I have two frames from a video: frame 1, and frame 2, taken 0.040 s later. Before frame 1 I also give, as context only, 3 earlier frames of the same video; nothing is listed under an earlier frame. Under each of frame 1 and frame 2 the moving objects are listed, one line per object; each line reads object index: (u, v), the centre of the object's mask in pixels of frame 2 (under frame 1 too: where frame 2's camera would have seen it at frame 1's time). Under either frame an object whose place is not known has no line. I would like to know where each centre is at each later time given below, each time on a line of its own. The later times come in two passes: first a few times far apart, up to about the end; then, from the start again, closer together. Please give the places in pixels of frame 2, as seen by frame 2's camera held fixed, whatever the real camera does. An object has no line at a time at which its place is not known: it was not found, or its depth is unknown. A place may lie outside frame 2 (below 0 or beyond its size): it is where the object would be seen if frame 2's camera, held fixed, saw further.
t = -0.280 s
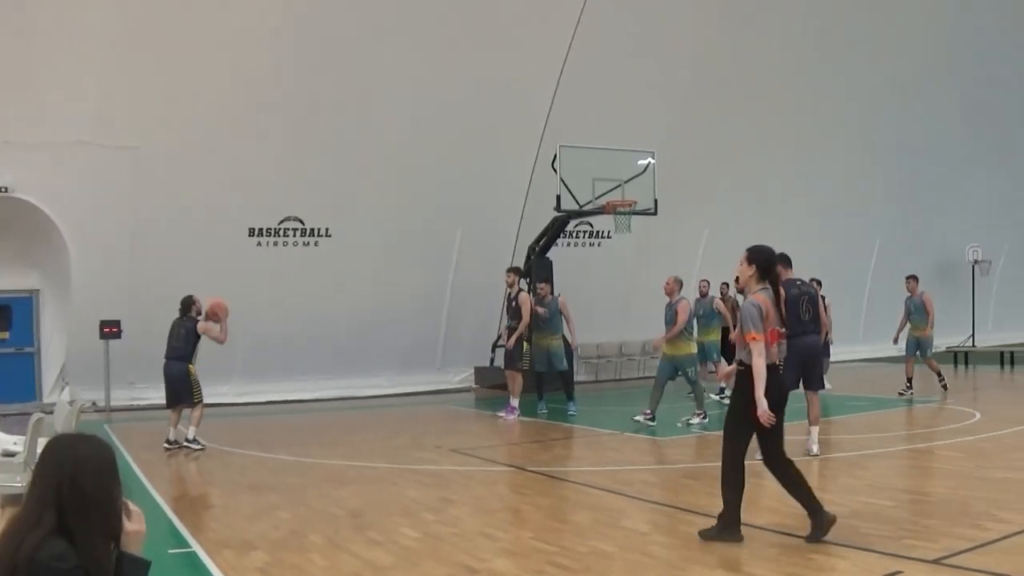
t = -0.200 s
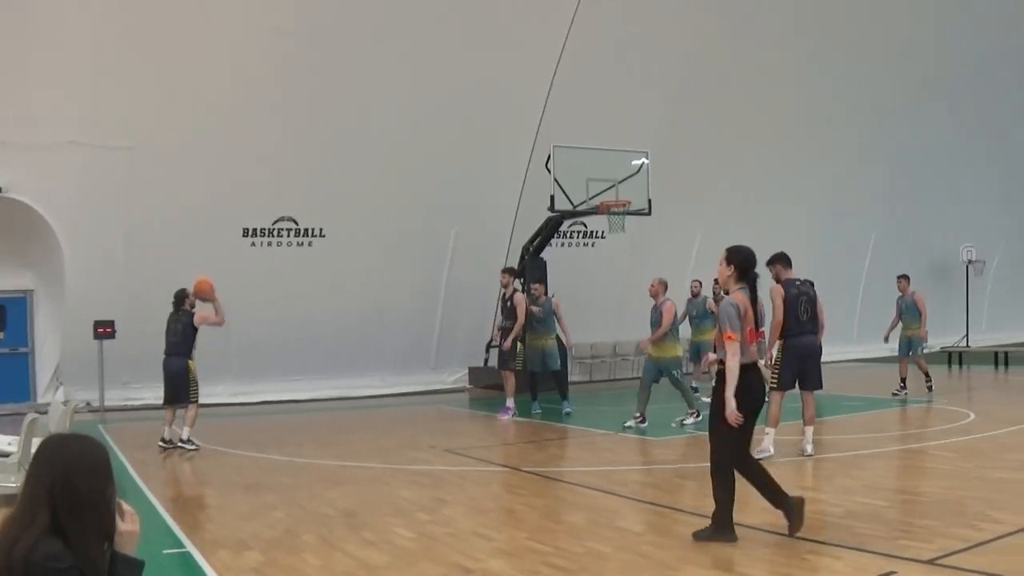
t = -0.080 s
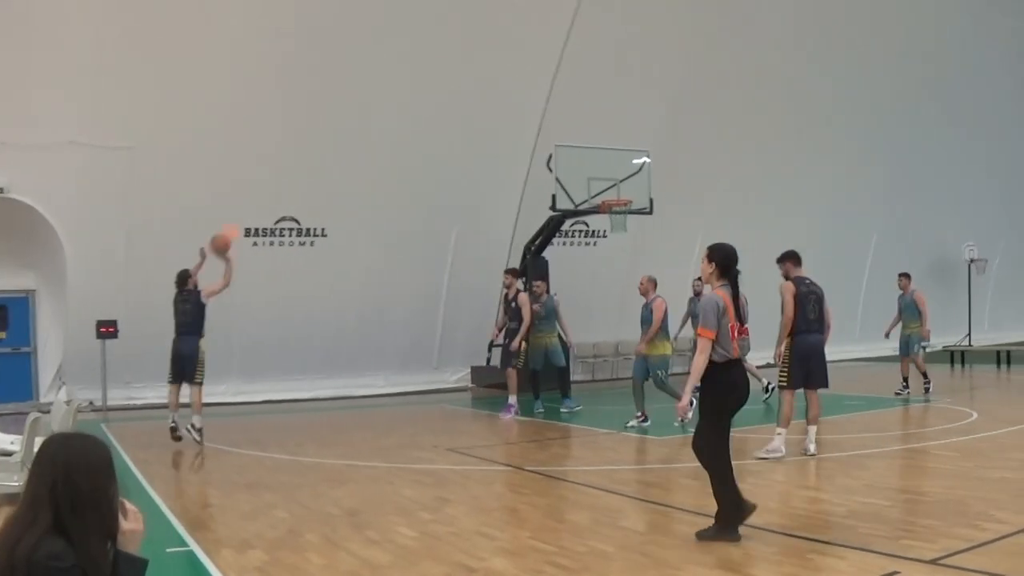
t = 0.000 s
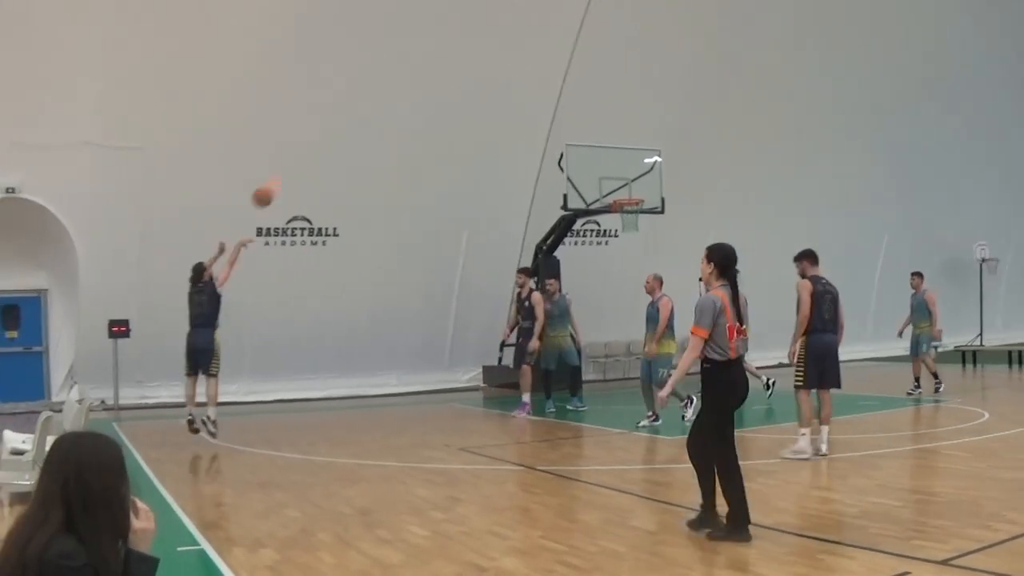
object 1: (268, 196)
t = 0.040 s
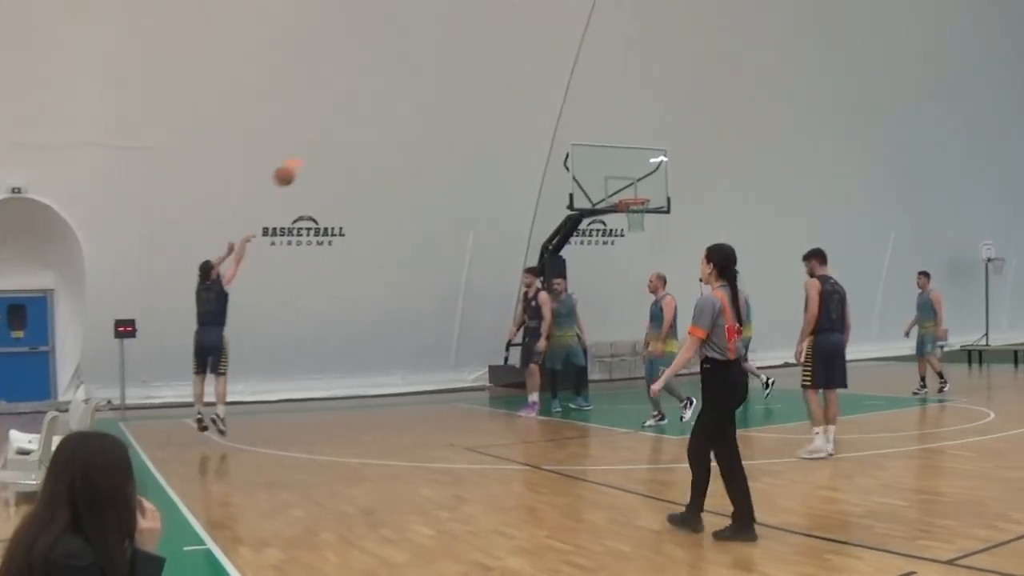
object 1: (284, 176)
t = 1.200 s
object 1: (628, 169)
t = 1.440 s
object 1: (648, 218)
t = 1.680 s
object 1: (642, 254)
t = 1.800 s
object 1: (639, 285)
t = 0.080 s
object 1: (300, 157)
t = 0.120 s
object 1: (317, 139)
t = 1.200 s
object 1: (628, 169)
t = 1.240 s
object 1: (637, 185)
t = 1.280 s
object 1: (648, 200)
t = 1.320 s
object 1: (651, 211)
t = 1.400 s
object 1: (649, 215)
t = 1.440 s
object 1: (648, 218)
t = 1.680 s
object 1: (642, 254)
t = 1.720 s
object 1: (641, 263)
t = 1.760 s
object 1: (639, 272)
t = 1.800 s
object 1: (639, 285)
